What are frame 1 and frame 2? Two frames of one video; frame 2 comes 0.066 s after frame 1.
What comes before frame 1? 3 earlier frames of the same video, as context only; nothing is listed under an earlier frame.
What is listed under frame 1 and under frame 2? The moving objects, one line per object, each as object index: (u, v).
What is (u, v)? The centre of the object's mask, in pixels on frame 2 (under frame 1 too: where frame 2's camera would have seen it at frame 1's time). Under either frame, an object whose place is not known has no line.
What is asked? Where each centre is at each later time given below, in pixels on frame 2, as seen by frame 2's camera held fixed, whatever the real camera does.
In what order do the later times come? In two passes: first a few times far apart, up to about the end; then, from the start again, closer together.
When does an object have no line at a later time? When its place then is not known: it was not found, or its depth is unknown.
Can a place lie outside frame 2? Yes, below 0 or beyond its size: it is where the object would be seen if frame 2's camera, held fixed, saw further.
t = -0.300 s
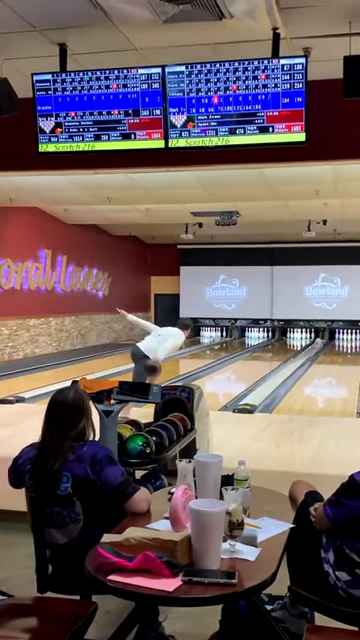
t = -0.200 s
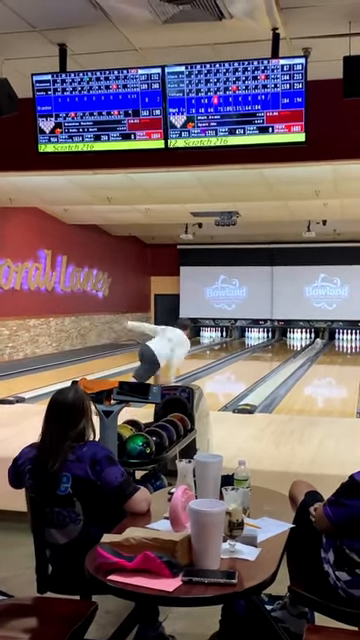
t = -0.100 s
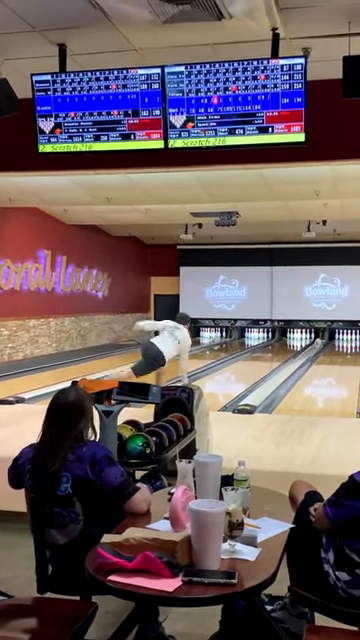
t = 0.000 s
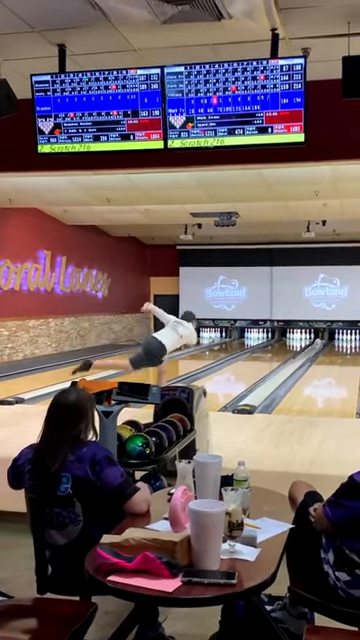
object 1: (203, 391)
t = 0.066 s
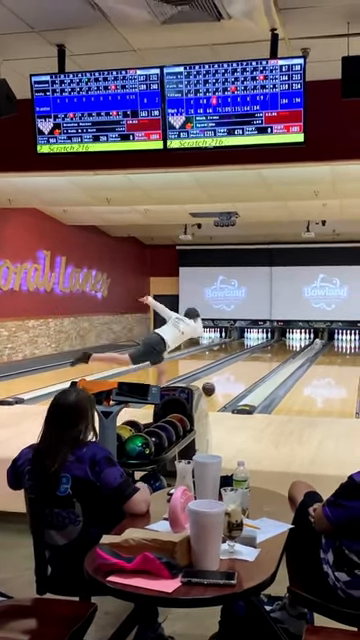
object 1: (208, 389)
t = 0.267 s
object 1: (231, 378)
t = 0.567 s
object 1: (255, 366)
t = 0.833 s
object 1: (270, 358)
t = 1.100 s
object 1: (281, 352)
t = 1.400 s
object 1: (290, 346)
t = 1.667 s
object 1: (295, 343)
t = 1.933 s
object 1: (298, 339)
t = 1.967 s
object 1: (298, 339)
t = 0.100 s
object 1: (212, 387)
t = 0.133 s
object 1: (216, 385)
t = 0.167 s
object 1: (220, 383)
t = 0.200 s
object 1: (224, 381)
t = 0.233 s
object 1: (227, 379)
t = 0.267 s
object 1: (231, 378)
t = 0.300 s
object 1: (234, 376)
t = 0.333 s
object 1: (237, 375)
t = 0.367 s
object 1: (239, 373)
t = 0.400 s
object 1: (243, 372)
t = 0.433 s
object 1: (245, 371)
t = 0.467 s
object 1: (248, 369)
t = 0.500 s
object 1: (250, 368)
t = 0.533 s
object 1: (252, 367)
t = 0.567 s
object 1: (255, 366)
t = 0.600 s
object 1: (257, 364)
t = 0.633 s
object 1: (259, 364)
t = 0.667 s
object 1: (261, 363)
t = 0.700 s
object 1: (263, 361)
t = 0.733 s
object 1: (265, 361)
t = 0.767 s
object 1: (267, 360)
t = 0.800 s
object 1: (268, 359)
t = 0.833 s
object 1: (270, 358)
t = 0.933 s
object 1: (274, 355)
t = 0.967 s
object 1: (276, 355)
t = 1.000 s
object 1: (277, 354)
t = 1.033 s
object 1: (278, 353)
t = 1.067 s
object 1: (279, 353)
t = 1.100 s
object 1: (281, 352)
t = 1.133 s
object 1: (282, 352)
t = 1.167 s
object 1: (284, 351)
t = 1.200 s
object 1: (285, 351)
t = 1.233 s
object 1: (285, 350)
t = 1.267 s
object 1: (286, 348)
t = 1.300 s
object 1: (287, 348)
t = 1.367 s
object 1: (289, 347)
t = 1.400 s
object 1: (290, 346)
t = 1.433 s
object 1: (291, 346)
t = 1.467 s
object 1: (292, 345)
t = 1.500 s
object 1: (293, 345)
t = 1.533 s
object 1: (293, 344)
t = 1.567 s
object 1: (294, 344)
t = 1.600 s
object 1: (295, 344)
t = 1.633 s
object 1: (295, 343)
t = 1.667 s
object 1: (295, 343)
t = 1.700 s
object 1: (296, 342)
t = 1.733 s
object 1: (297, 342)
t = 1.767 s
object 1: (297, 341)
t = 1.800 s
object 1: (297, 341)
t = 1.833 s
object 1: (298, 341)
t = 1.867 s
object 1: (298, 340)
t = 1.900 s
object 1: (298, 339)
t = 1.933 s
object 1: (298, 339)
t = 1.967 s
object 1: (298, 339)
